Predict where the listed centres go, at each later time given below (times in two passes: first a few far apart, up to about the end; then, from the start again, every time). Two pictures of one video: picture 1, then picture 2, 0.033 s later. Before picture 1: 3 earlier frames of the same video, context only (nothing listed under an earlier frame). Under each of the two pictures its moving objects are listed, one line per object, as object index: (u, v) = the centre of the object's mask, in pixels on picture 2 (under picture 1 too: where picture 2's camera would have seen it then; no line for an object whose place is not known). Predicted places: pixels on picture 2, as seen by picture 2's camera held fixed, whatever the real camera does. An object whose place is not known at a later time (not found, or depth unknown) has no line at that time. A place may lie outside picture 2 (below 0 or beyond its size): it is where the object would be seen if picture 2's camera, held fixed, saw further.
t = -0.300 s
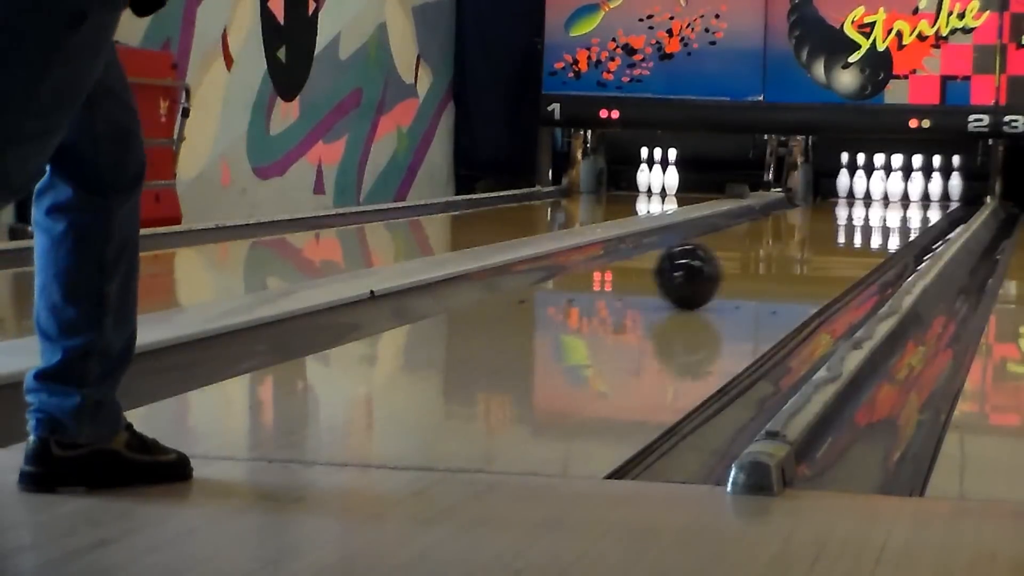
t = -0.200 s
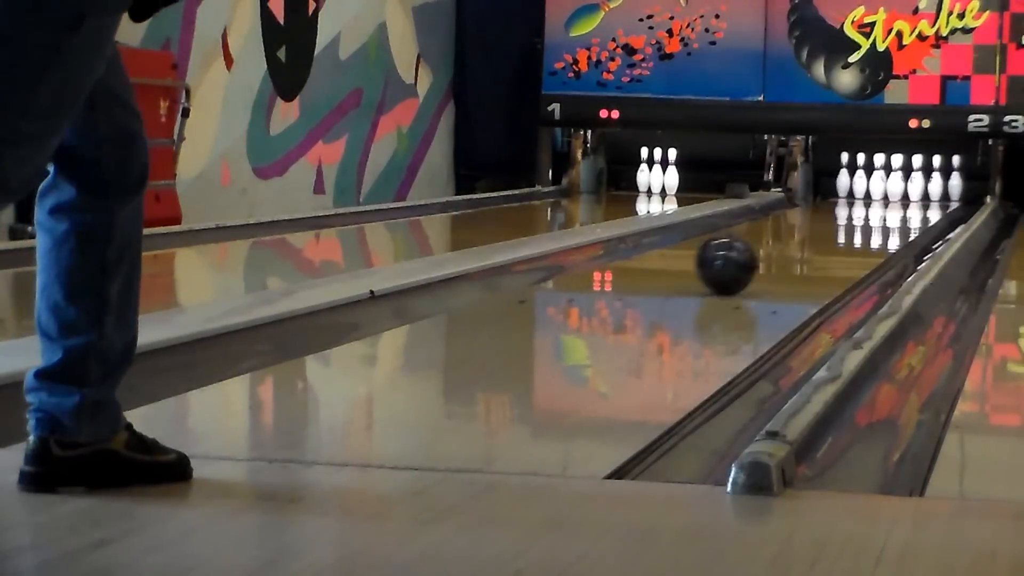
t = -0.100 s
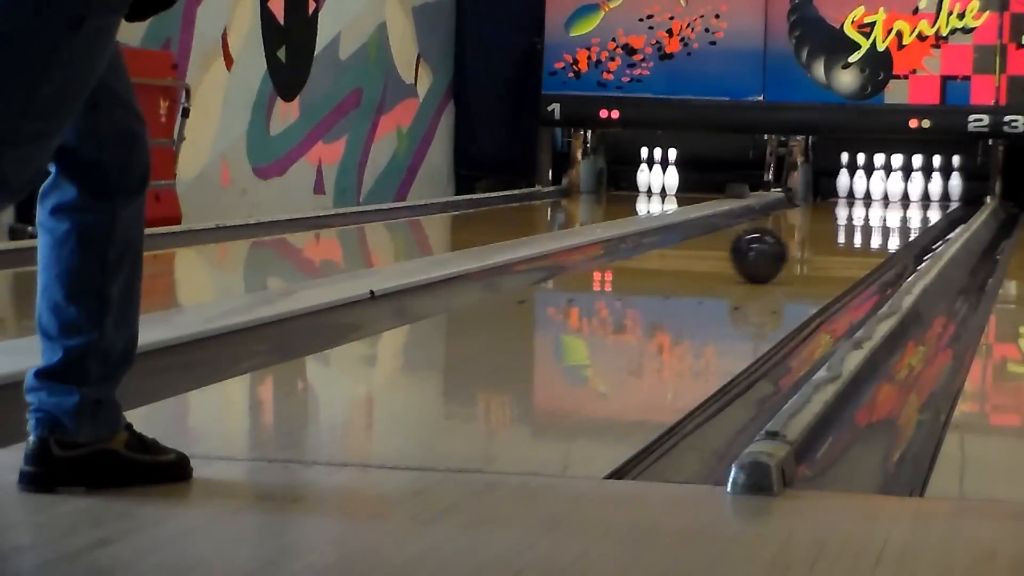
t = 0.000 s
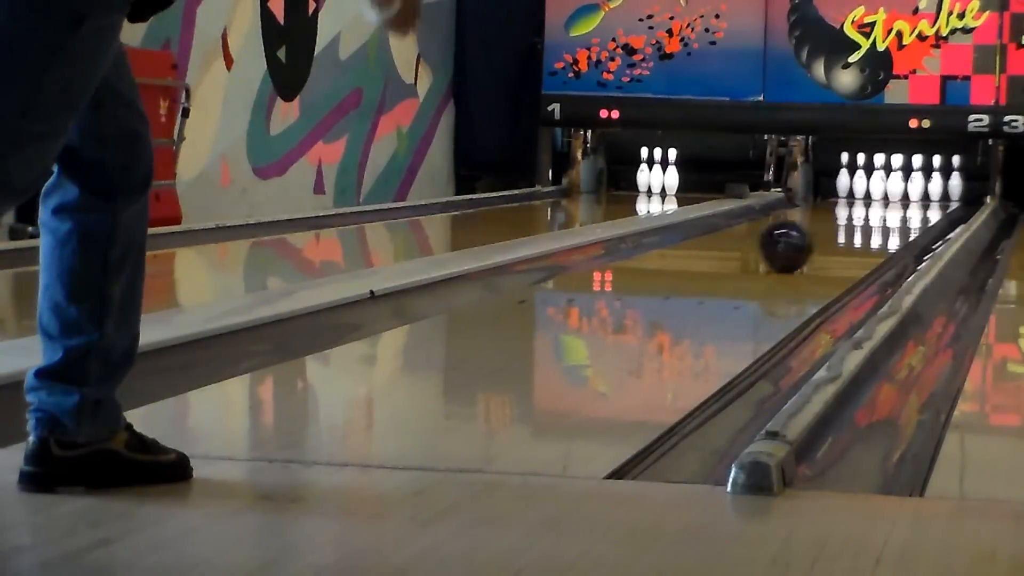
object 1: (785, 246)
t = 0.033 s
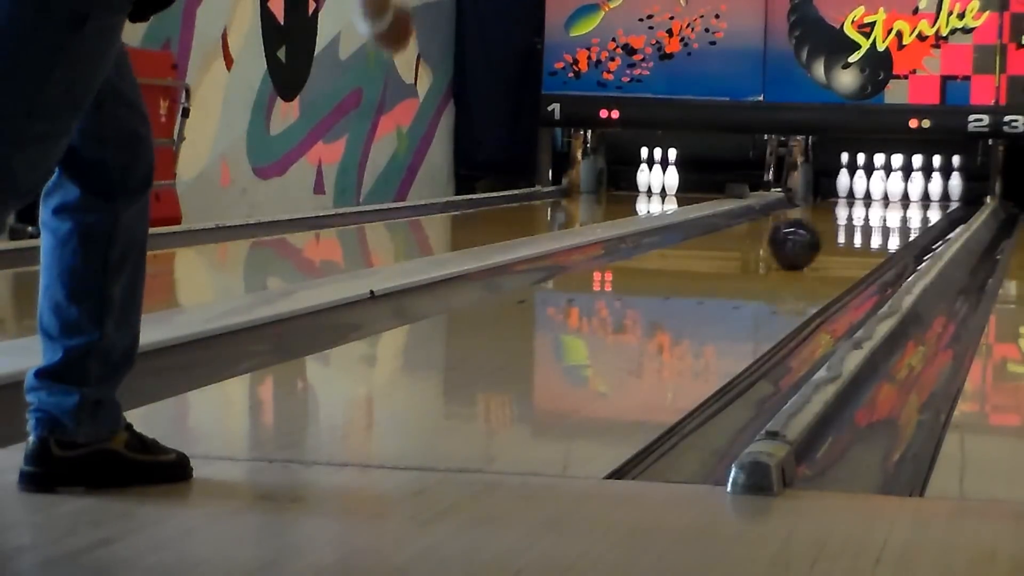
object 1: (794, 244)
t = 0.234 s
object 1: (835, 230)
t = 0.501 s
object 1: (875, 216)
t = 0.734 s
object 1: (899, 208)
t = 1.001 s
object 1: (914, 199)
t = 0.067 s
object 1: (801, 241)
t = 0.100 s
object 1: (808, 239)
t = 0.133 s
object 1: (816, 237)
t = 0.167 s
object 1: (823, 234)
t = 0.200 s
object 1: (830, 232)
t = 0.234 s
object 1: (835, 230)
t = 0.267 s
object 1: (842, 228)
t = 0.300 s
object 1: (847, 226)
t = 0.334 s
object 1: (852, 224)
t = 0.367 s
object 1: (857, 222)
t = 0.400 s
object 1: (862, 221)
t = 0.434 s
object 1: (867, 219)
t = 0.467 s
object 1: (871, 218)
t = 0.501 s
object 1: (875, 216)
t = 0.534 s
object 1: (879, 215)
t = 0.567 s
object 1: (883, 214)
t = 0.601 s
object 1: (887, 212)
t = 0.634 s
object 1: (890, 211)
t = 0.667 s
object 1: (893, 210)
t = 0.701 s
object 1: (896, 209)
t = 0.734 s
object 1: (899, 208)
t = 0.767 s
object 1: (901, 206)
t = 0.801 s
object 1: (904, 205)
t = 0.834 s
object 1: (906, 204)
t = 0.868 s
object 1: (908, 203)
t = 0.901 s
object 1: (910, 202)
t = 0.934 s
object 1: (912, 201)
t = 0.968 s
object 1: (913, 200)
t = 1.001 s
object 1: (914, 199)
